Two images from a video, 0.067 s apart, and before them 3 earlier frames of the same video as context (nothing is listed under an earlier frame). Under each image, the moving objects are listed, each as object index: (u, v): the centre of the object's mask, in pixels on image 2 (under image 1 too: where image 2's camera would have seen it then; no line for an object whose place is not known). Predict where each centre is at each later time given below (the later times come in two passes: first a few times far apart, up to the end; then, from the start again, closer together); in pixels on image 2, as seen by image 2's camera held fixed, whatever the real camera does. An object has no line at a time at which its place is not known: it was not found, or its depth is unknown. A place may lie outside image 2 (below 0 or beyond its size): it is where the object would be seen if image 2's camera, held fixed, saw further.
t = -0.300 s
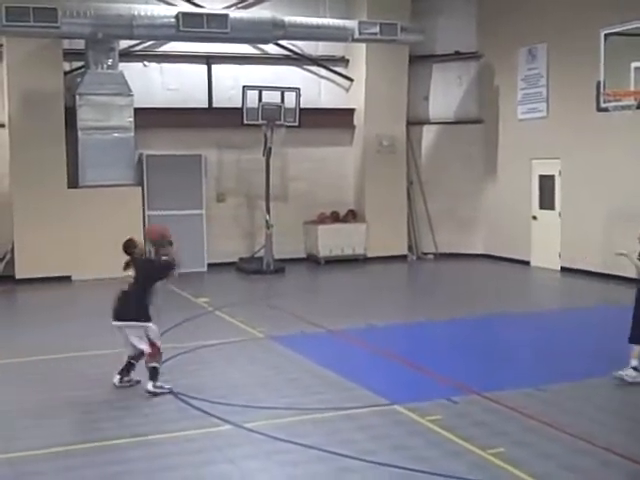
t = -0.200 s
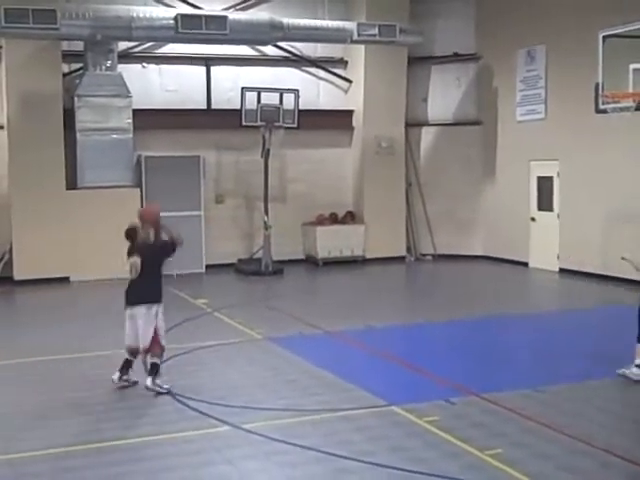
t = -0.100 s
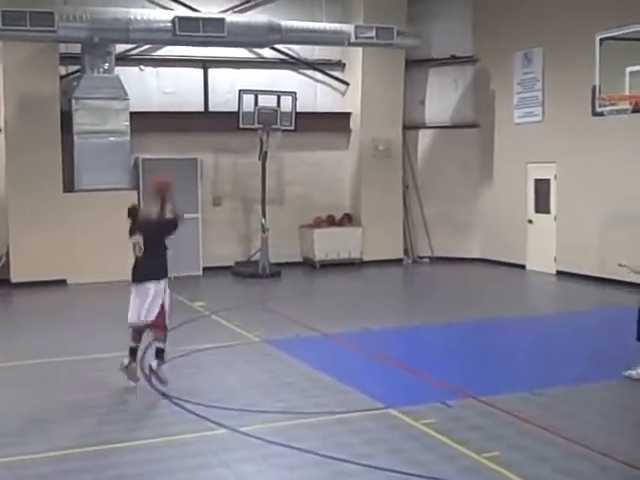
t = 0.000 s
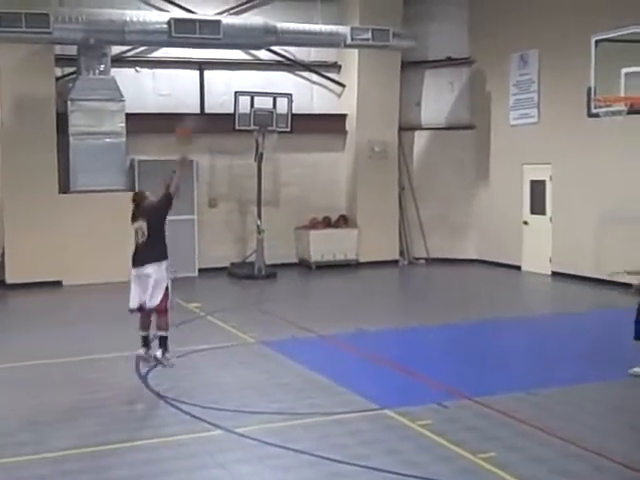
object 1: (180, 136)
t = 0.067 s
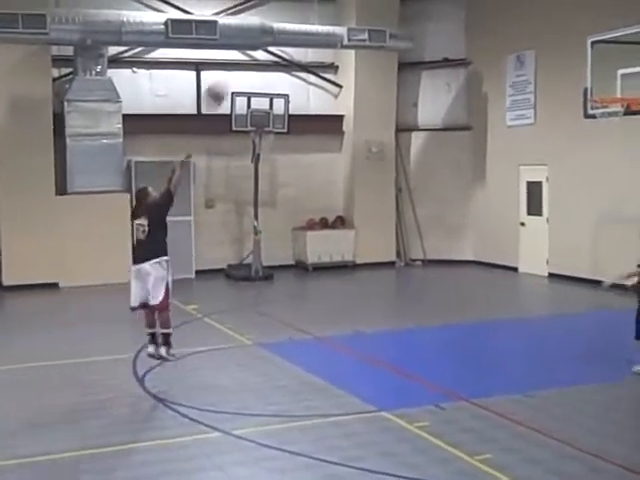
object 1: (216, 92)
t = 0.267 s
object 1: (301, 14)
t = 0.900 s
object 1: (525, 13)
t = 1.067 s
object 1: (575, 66)
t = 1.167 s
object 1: (603, 104)
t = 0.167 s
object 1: (258, 50)
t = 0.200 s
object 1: (269, 37)
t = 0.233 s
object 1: (285, 28)
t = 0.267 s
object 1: (301, 14)
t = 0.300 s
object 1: (314, 6)
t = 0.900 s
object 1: (525, 13)
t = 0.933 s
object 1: (534, 22)
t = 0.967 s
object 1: (544, 32)
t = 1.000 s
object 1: (555, 43)
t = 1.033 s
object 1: (565, 55)
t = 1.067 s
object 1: (575, 66)
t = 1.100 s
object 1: (586, 80)
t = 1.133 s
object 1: (597, 92)
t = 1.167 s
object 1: (603, 104)
